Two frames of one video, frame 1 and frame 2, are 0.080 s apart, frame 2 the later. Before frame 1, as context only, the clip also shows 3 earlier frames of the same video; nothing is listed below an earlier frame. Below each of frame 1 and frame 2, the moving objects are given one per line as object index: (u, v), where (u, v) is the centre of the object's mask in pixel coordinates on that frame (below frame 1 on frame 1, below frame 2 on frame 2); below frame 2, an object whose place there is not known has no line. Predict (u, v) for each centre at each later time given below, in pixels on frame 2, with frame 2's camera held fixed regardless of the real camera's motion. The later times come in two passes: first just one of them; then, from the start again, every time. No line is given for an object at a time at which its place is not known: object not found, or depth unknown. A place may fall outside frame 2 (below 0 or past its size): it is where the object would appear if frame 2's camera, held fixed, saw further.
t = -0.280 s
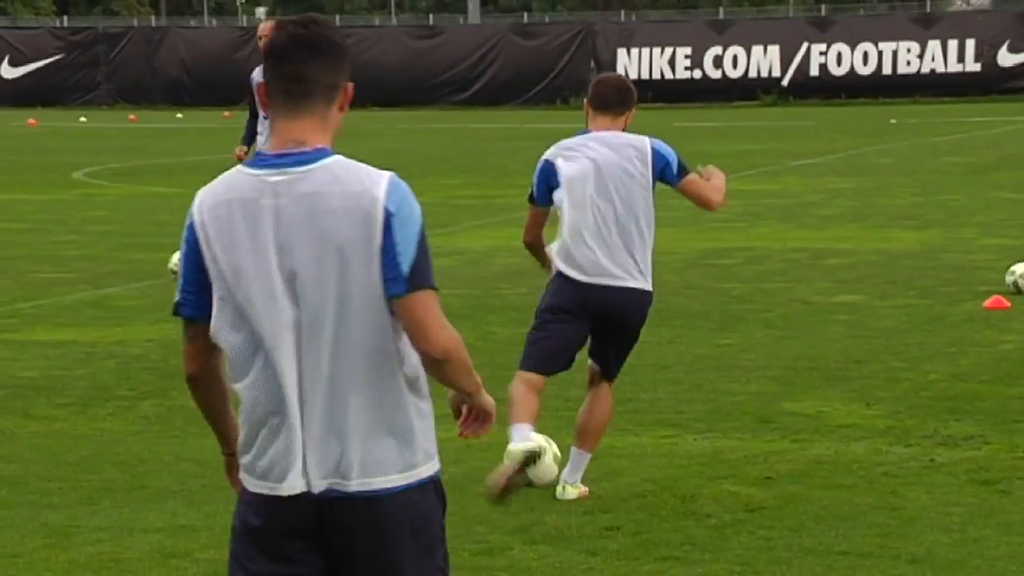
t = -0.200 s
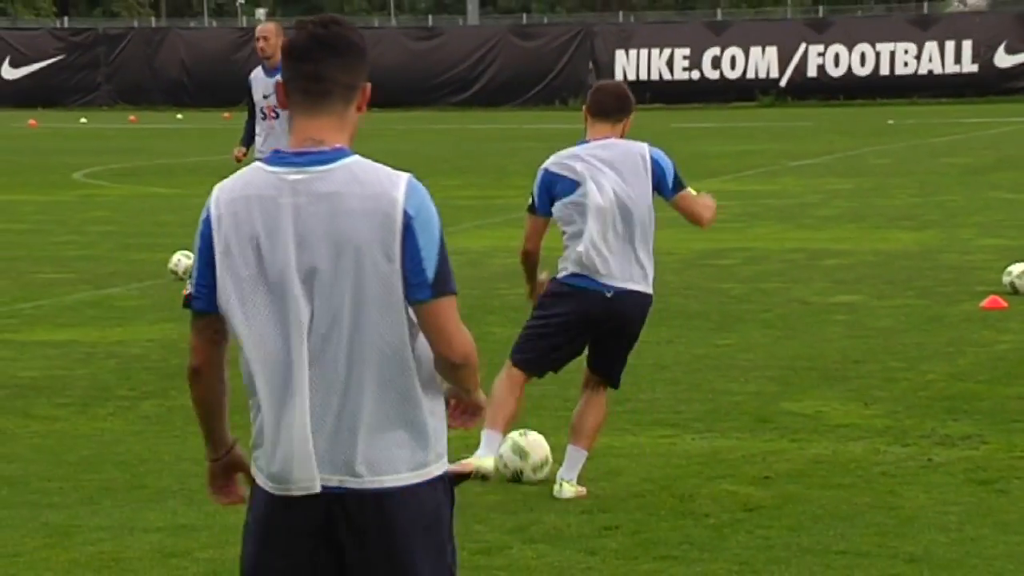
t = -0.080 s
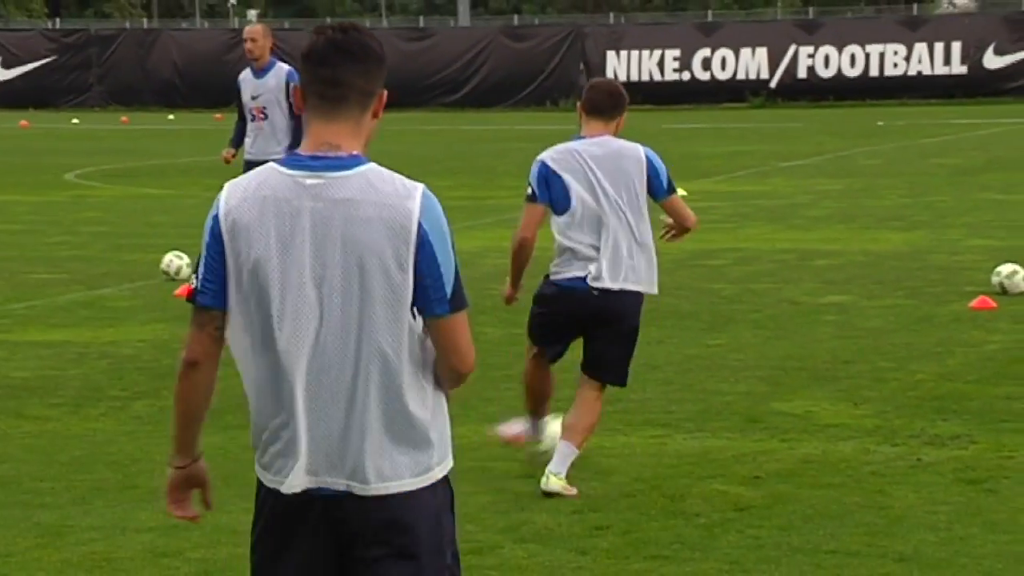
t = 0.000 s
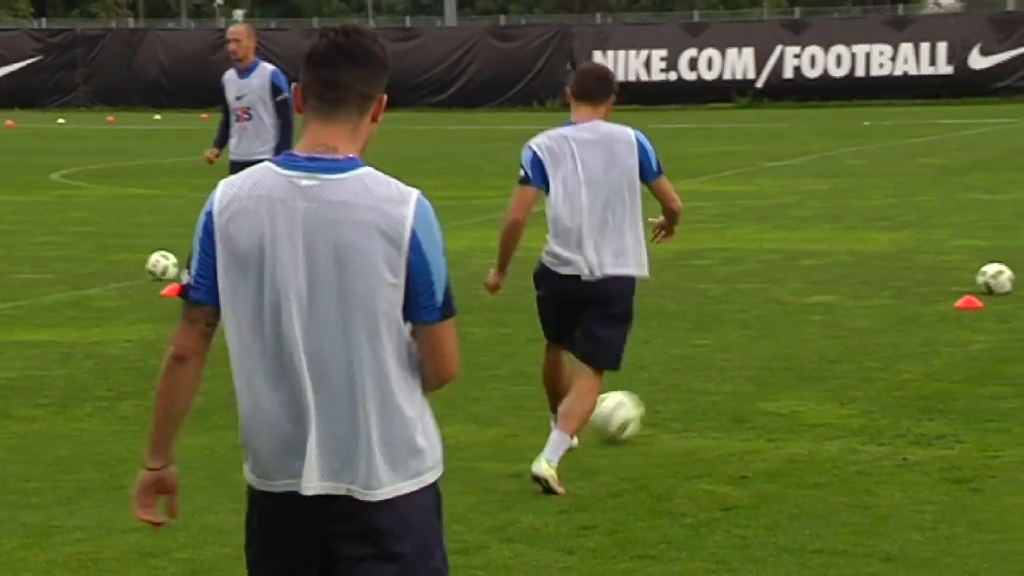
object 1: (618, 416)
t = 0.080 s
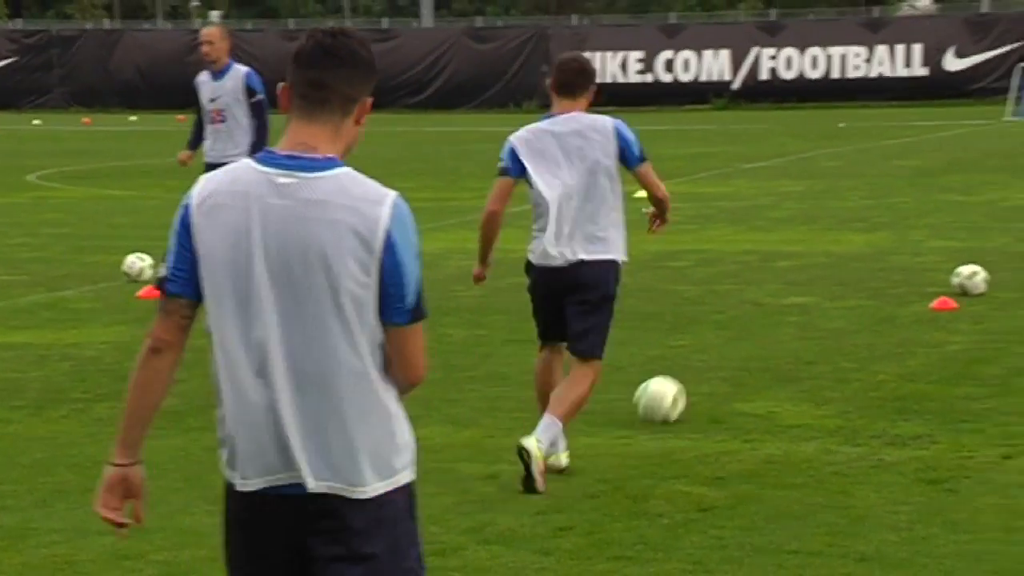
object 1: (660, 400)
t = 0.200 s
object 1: (742, 375)
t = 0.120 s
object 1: (689, 389)
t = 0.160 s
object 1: (716, 380)
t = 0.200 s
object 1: (742, 375)
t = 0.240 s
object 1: (767, 369)
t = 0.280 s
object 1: (790, 363)
